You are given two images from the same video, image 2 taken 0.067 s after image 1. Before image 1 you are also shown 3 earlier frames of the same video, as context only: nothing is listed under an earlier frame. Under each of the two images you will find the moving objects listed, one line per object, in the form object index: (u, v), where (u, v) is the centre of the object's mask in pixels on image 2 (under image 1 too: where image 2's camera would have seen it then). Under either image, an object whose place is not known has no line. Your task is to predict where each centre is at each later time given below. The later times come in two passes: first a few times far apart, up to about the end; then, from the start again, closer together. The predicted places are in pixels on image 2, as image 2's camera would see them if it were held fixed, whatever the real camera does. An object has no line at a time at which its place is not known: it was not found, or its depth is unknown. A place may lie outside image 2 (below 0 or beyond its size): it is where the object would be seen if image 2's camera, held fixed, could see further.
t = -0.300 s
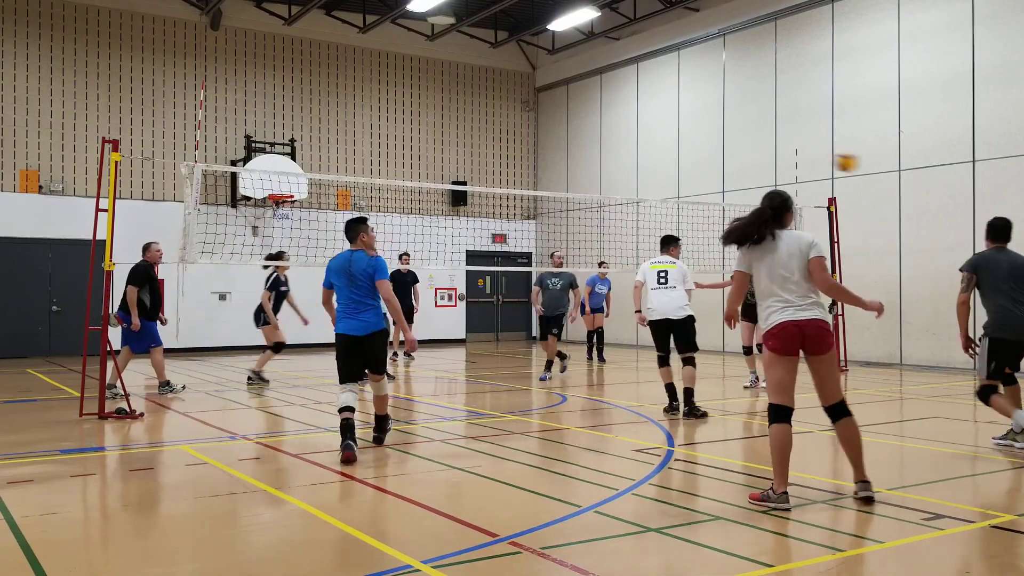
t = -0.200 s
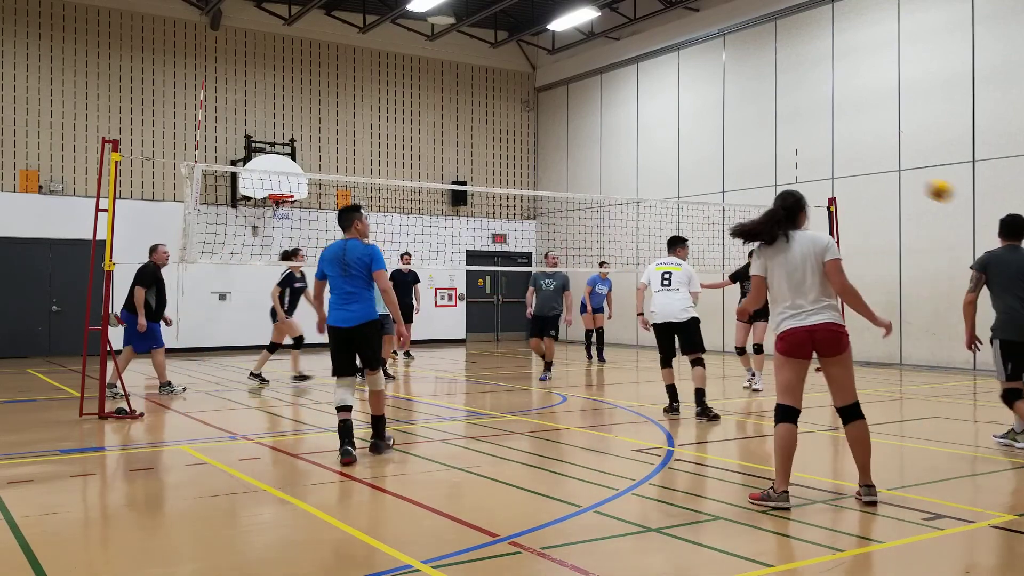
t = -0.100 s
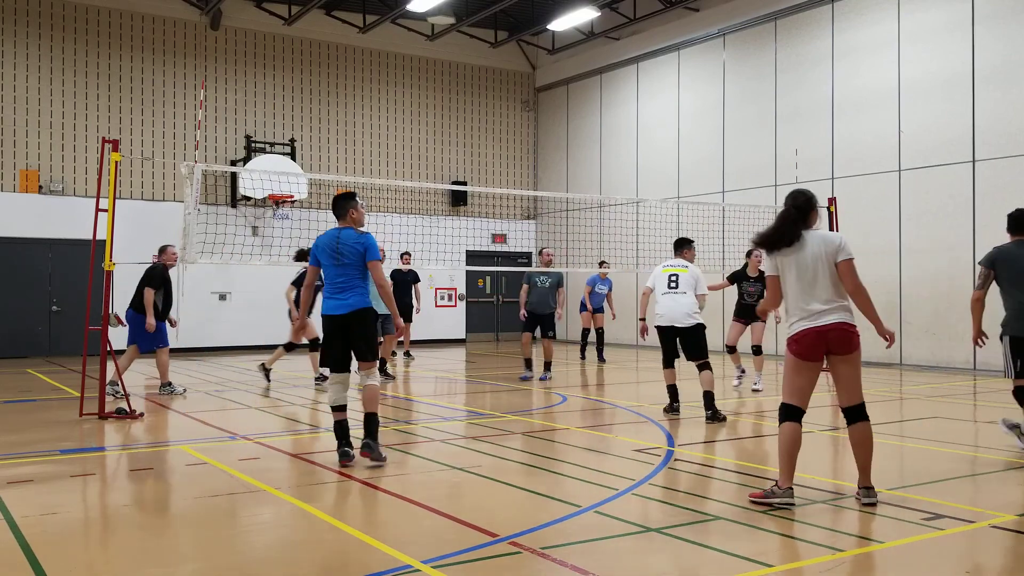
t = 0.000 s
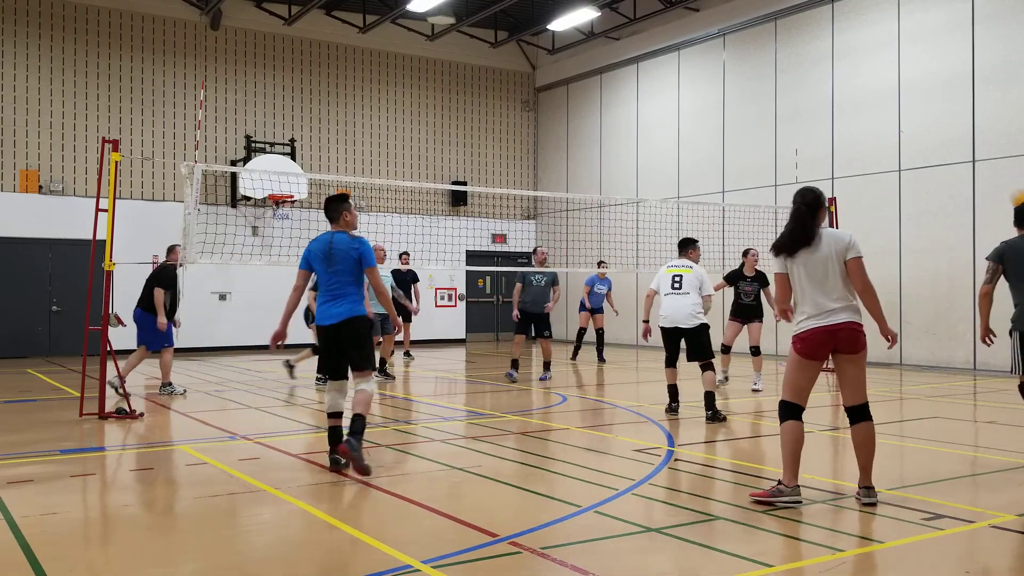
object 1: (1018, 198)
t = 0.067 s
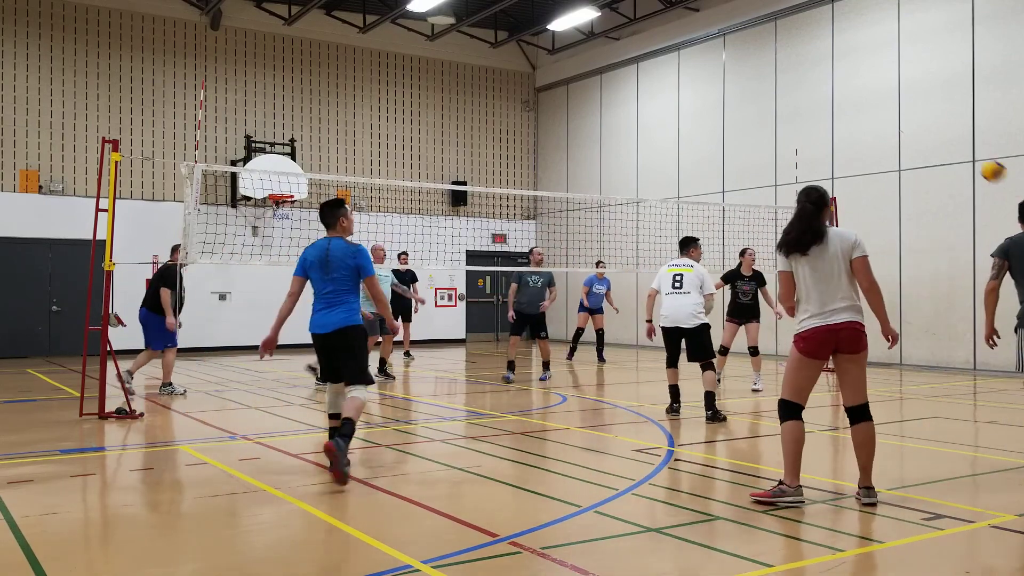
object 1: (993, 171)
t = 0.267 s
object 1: (907, 112)
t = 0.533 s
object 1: (811, 101)
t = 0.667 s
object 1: (769, 119)
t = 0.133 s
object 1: (962, 146)
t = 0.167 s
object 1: (948, 136)
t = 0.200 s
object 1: (934, 127)
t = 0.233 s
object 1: (921, 119)
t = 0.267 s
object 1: (907, 112)
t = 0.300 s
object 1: (894, 108)
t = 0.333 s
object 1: (881, 104)
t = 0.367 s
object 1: (869, 100)
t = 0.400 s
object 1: (857, 99)
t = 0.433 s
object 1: (845, 98)
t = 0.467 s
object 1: (833, 98)
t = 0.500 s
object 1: (822, 99)
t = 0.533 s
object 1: (811, 101)
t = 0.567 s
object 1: (800, 104)
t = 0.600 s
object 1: (789, 108)
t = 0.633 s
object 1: (779, 113)
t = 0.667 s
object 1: (769, 119)
